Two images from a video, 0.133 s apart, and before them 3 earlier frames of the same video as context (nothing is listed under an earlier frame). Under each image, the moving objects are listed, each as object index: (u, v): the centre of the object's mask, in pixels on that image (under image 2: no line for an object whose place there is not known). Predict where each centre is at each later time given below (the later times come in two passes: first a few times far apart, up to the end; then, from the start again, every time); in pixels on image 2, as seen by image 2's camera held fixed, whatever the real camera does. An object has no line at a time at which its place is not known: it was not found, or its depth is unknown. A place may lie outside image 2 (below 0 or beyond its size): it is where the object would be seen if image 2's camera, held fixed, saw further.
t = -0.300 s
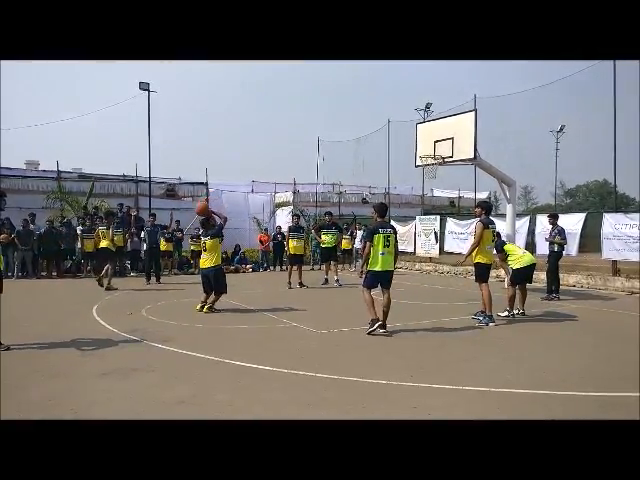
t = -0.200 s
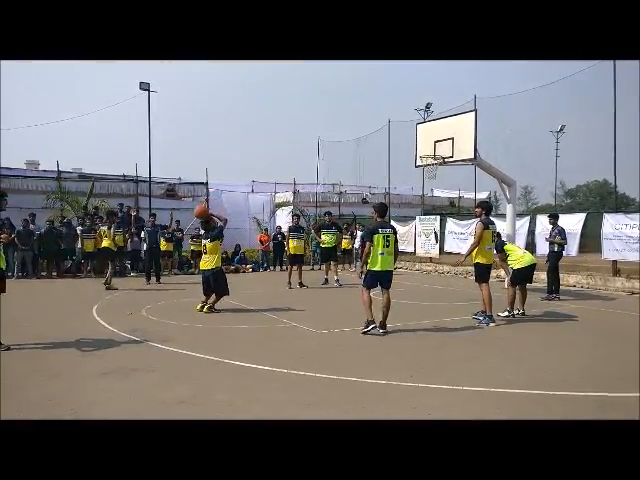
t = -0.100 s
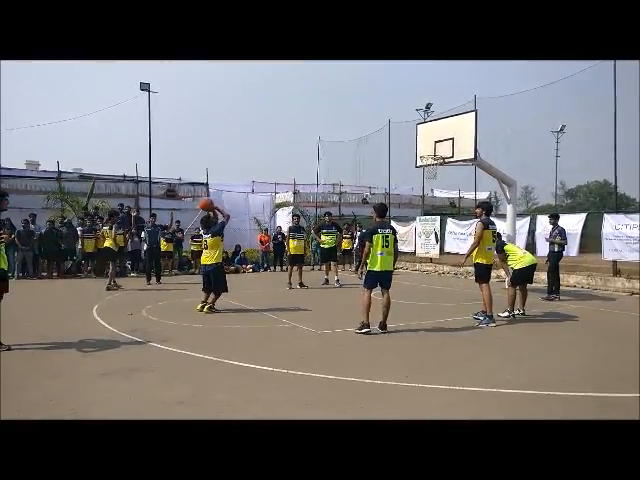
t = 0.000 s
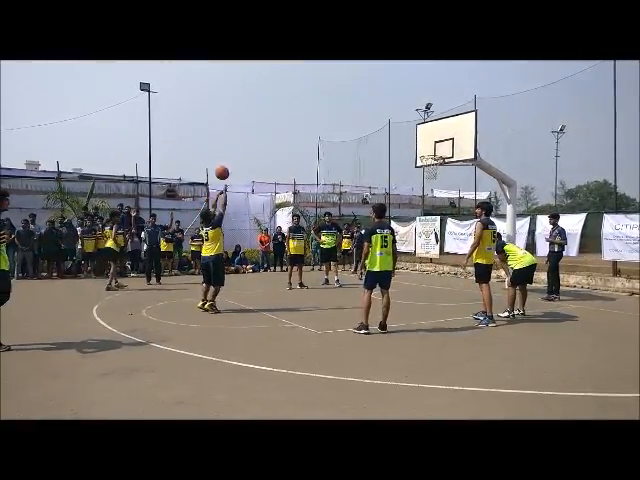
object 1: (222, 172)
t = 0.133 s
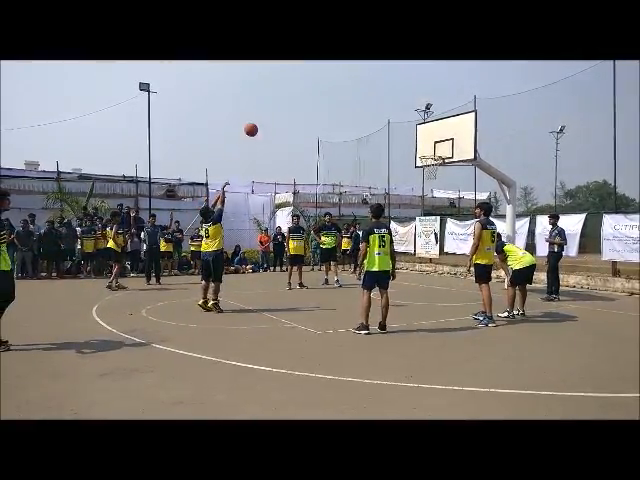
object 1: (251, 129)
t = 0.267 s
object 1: (278, 98)
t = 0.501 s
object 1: (322, 70)
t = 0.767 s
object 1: (368, 73)
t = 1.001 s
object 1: (403, 103)
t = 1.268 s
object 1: (431, 157)
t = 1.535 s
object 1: (442, 169)
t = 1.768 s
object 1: (438, 180)
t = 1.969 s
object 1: (433, 207)
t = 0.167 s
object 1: (257, 120)
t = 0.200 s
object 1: (264, 112)
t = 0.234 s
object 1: (271, 104)
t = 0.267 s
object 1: (278, 98)
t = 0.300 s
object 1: (285, 92)
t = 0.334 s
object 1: (291, 86)
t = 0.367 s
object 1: (298, 82)
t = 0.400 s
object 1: (304, 78)
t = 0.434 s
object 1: (310, 74)
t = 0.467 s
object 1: (316, 71)
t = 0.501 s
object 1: (322, 70)
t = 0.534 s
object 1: (329, 68)
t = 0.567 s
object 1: (334, 67)
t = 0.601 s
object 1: (340, 67)
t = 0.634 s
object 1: (346, 67)
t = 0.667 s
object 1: (351, 67)
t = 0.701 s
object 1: (357, 69)
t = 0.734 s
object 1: (362, 70)
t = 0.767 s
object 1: (368, 73)
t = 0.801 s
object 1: (373, 75)
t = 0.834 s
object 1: (378, 79)
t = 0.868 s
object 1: (384, 83)
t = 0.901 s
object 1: (389, 87)
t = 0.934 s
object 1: (394, 92)
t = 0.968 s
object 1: (399, 97)
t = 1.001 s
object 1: (403, 103)
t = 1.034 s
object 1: (408, 109)
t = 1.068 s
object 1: (413, 115)
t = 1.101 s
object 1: (417, 122)
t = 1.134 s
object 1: (422, 129)
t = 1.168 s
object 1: (426, 137)
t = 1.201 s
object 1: (430, 145)
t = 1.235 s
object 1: (435, 154)
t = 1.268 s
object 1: (431, 157)
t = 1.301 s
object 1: (425, 159)
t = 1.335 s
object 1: (429, 160)
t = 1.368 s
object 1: (432, 164)
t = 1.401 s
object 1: (435, 168)
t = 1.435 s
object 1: (438, 169)
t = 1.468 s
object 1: (440, 169)
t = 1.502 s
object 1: (442, 170)
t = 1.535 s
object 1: (442, 169)
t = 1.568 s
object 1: (441, 170)
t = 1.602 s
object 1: (440, 170)
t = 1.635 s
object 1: (440, 171)
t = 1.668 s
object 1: (439, 172)
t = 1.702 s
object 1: (439, 174)
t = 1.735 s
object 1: (438, 177)
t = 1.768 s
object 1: (438, 180)
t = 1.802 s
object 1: (437, 183)
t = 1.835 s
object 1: (436, 187)
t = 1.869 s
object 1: (436, 192)
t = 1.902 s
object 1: (435, 197)
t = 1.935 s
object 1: (435, 203)
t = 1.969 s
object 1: (433, 207)
